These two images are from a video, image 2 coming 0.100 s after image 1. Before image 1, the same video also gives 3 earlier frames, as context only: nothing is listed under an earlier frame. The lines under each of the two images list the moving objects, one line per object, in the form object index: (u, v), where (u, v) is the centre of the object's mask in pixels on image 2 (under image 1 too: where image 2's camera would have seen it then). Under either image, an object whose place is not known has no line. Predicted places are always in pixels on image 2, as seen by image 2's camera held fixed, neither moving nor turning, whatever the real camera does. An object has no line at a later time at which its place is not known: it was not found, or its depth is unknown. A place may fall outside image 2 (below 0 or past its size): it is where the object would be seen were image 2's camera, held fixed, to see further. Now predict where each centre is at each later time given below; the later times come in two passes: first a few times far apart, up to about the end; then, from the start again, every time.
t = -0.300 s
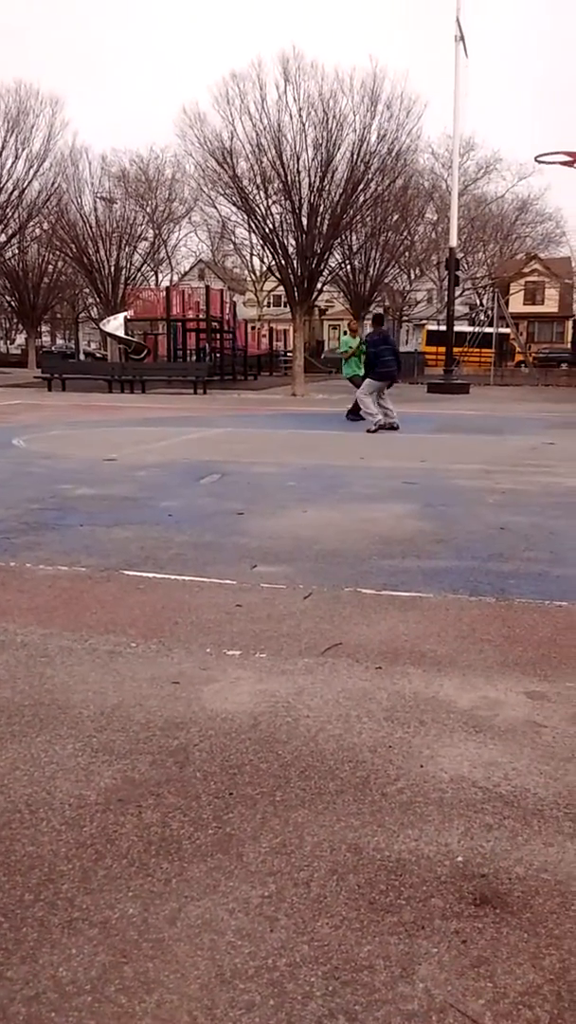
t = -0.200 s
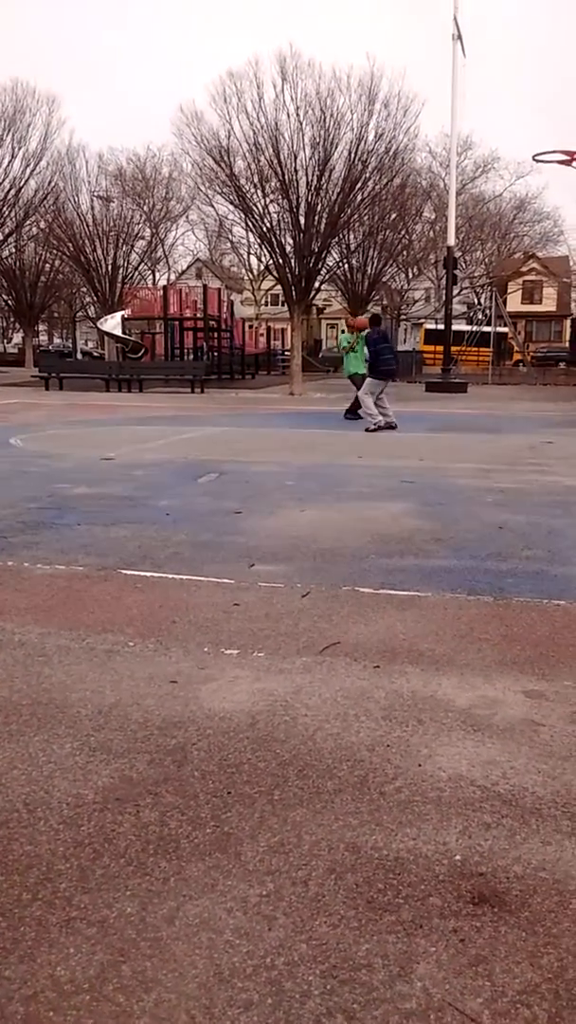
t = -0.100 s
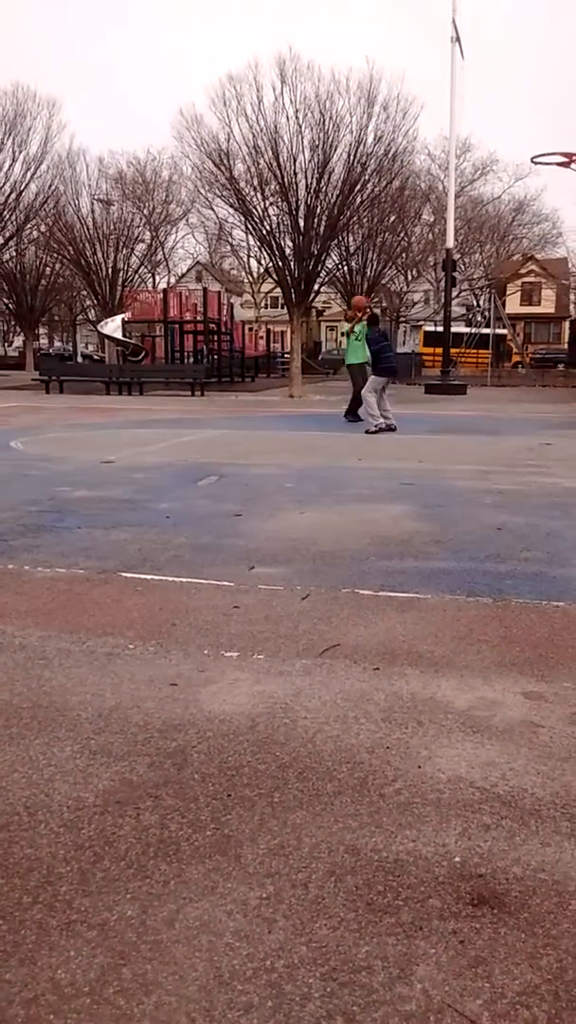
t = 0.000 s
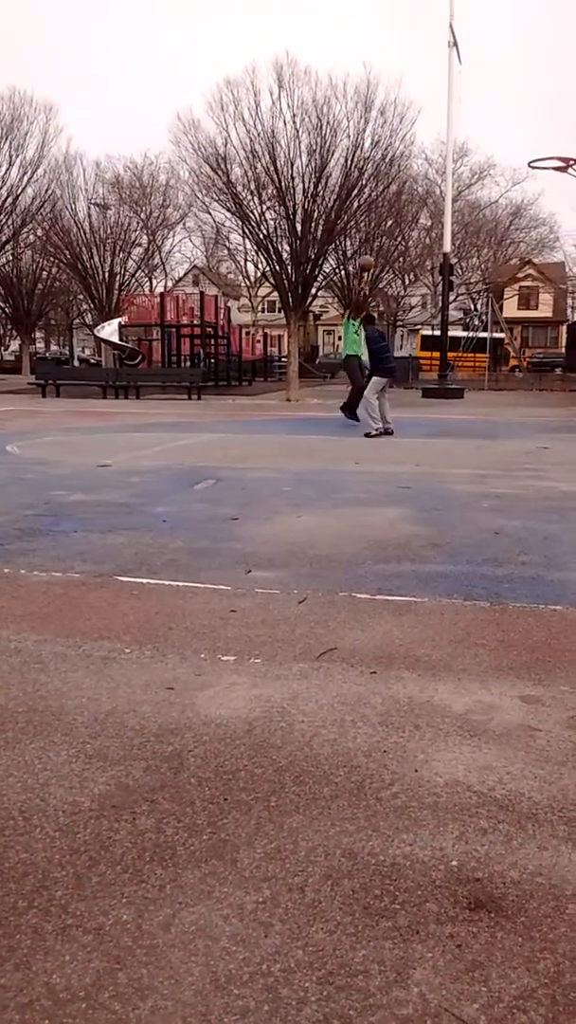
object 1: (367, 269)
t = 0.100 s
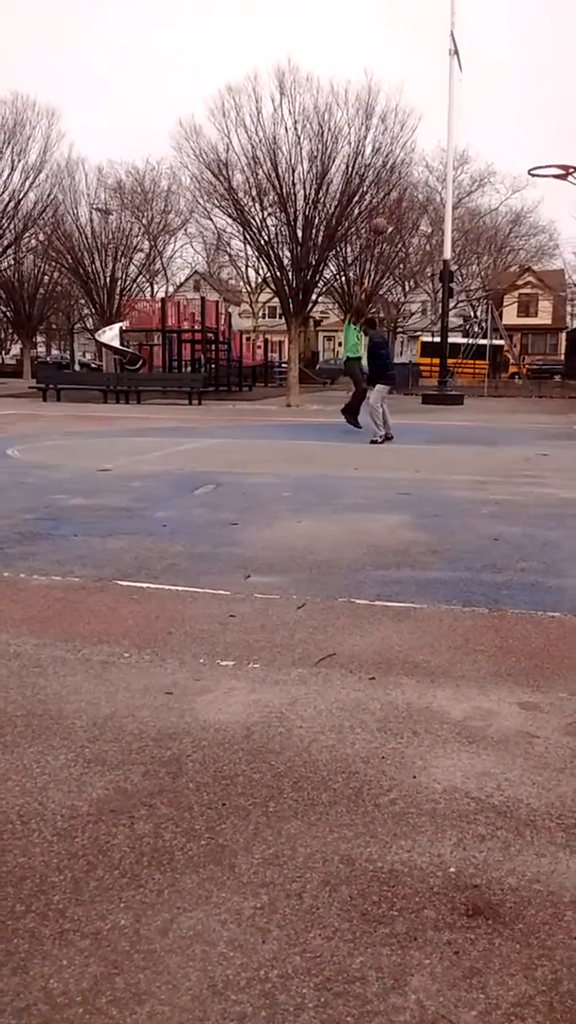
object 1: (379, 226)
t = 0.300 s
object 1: (406, 155)
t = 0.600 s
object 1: (453, 90)
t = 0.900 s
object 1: (504, 95)
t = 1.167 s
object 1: (555, 174)
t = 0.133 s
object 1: (384, 214)
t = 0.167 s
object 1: (388, 200)
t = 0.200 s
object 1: (391, 189)
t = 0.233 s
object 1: (397, 179)
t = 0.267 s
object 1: (401, 166)
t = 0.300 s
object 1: (406, 155)
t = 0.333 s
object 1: (411, 145)
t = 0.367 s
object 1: (416, 135)
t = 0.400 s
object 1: (421, 126)
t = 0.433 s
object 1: (425, 119)
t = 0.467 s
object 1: (431, 112)
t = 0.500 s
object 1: (436, 106)
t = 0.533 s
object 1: (441, 100)
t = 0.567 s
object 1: (447, 95)
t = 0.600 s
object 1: (453, 90)
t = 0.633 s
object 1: (457, 87)
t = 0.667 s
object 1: (462, 86)
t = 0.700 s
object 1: (468, 85)
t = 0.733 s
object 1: (474, 84)
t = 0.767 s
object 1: (480, 84)
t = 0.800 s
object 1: (486, 86)
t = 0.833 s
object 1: (492, 88)
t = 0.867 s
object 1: (498, 91)
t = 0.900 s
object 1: (504, 95)
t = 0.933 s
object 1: (510, 101)
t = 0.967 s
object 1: (517, 108)
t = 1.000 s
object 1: (524, 115)
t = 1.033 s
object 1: (530, 124)
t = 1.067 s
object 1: (536, 135)
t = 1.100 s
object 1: (542, 147)
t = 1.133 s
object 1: (549, 159)
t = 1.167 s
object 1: (555, 174)
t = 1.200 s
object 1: (561, 189)
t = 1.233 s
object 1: (567, 206)
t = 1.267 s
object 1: (573, 225)
